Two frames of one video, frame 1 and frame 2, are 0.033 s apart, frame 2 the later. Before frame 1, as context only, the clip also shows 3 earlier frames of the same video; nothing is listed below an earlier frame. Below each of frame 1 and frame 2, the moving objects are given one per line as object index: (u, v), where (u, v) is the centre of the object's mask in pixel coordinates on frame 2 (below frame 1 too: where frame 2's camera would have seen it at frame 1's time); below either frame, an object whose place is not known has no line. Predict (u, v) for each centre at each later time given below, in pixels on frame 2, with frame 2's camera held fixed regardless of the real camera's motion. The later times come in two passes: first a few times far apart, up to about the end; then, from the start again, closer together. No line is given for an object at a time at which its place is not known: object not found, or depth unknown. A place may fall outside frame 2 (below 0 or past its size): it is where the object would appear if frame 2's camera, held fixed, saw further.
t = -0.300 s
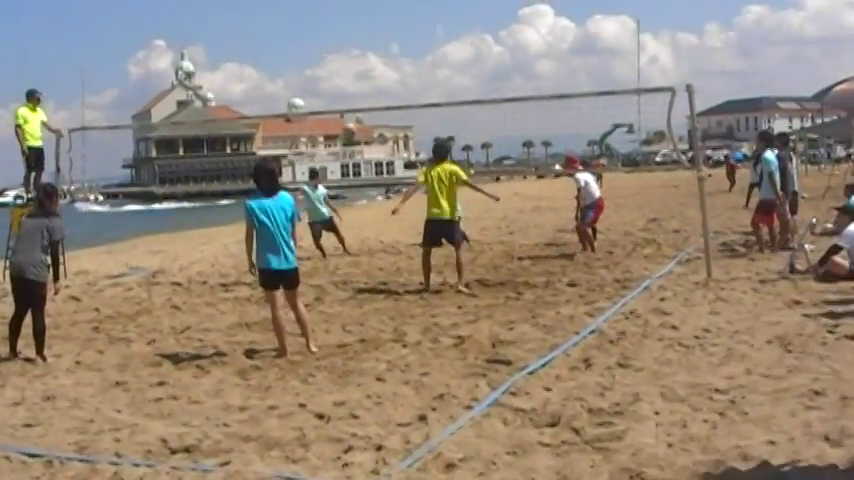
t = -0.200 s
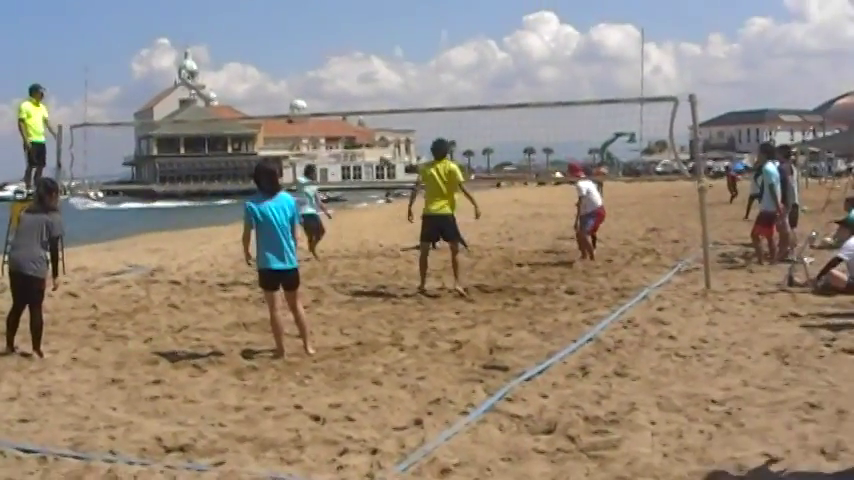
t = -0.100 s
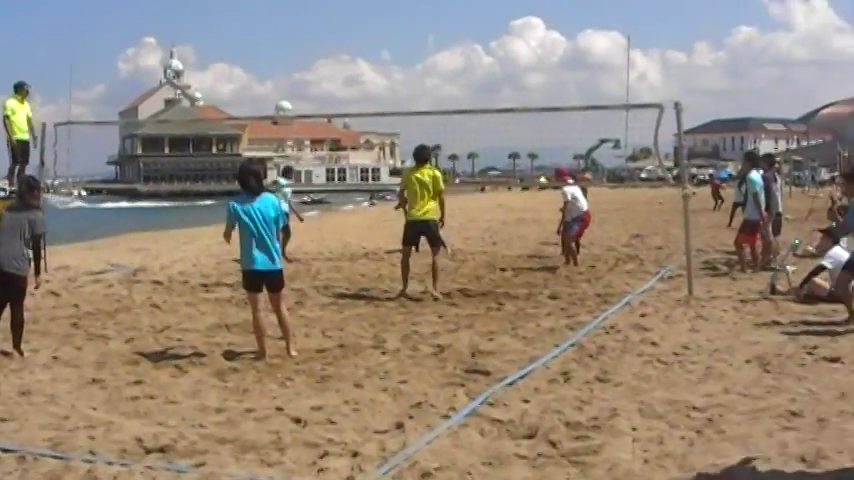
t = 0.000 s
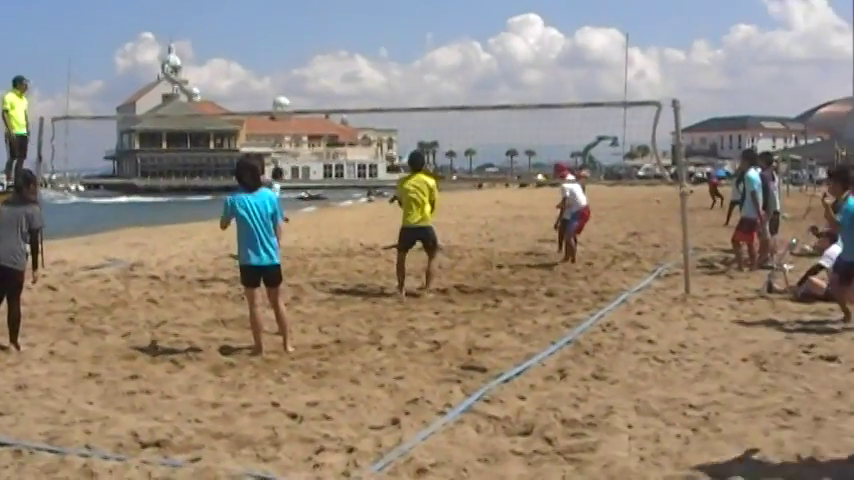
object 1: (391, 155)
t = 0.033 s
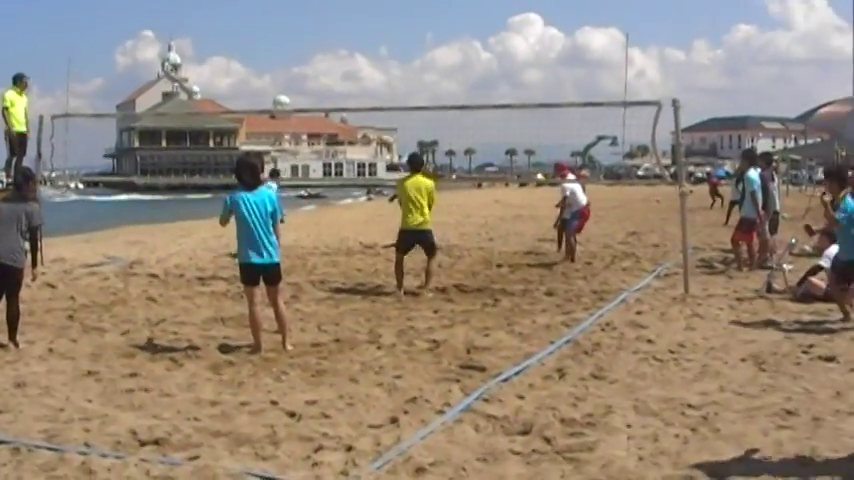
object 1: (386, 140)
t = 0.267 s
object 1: (367, 68)
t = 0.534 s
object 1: (353, 15)
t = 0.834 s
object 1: (335, 3)
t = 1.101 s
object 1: (326, 37)
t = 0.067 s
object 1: (384, 129)
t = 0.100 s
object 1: (381, 118)
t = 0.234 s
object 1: (370, 77)
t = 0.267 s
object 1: (367, 68)
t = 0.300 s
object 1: (367, 58)
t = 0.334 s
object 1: (365, 50)
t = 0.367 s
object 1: (363, 42)
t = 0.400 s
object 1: (361, 35)
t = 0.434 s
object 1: (359, 30)
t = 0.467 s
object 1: (357, 24)
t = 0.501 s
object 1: (355, 19)
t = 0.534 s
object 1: (353, 15)
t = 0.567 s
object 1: (350, 12)
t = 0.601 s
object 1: (348, 8)
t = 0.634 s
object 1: (345, 5)
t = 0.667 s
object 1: (343, 3)
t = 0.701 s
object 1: (342, 2)
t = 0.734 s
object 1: (340, 1)
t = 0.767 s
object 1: (338, 2)
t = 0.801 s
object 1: (336, 2)
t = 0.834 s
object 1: (335, 3)
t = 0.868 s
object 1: (334, 5)
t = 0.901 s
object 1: (332, 8)
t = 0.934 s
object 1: (331, 11)
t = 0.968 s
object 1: (329, 15)
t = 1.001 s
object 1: (329, 19)
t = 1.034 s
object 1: (328, 25)
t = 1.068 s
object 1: (327, 31)
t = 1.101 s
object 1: (326, 37)
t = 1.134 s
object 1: (326, 44)
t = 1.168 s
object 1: (326, 53)
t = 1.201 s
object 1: (325, 61)
